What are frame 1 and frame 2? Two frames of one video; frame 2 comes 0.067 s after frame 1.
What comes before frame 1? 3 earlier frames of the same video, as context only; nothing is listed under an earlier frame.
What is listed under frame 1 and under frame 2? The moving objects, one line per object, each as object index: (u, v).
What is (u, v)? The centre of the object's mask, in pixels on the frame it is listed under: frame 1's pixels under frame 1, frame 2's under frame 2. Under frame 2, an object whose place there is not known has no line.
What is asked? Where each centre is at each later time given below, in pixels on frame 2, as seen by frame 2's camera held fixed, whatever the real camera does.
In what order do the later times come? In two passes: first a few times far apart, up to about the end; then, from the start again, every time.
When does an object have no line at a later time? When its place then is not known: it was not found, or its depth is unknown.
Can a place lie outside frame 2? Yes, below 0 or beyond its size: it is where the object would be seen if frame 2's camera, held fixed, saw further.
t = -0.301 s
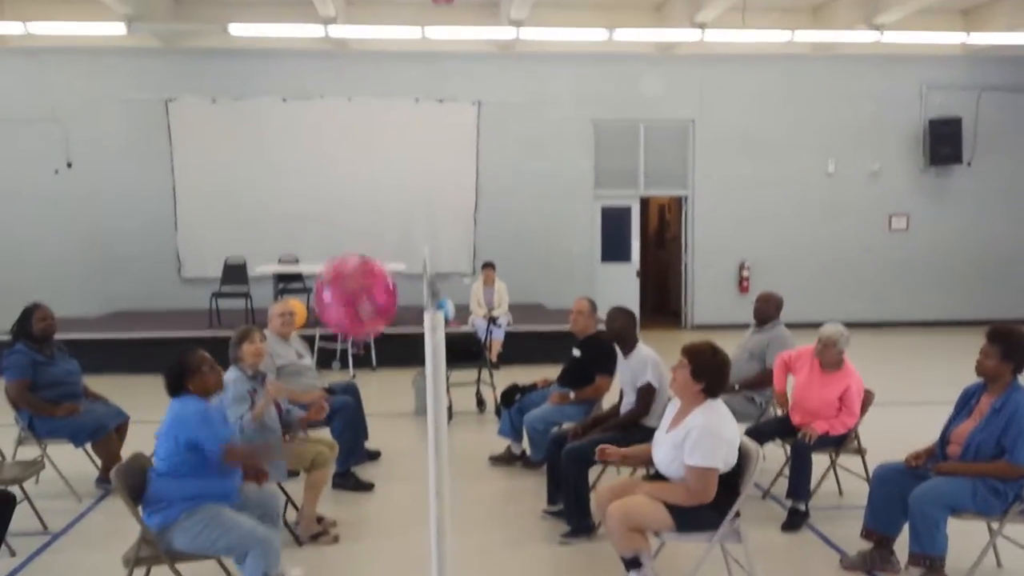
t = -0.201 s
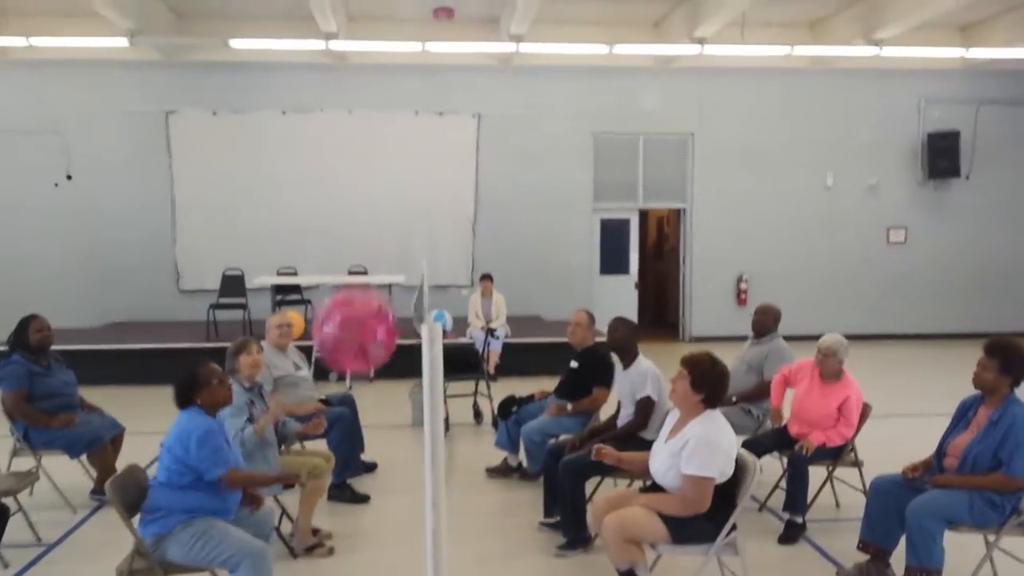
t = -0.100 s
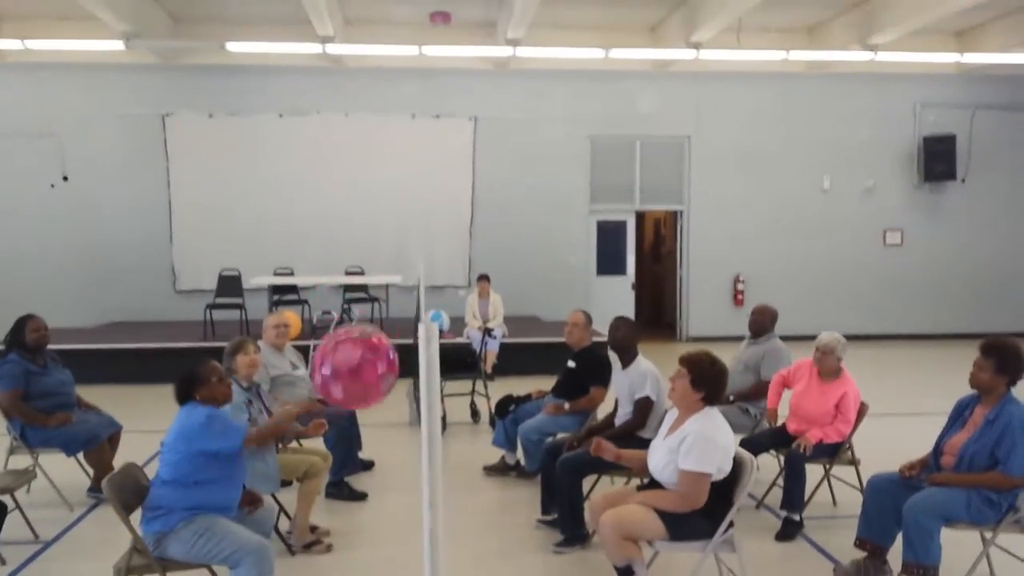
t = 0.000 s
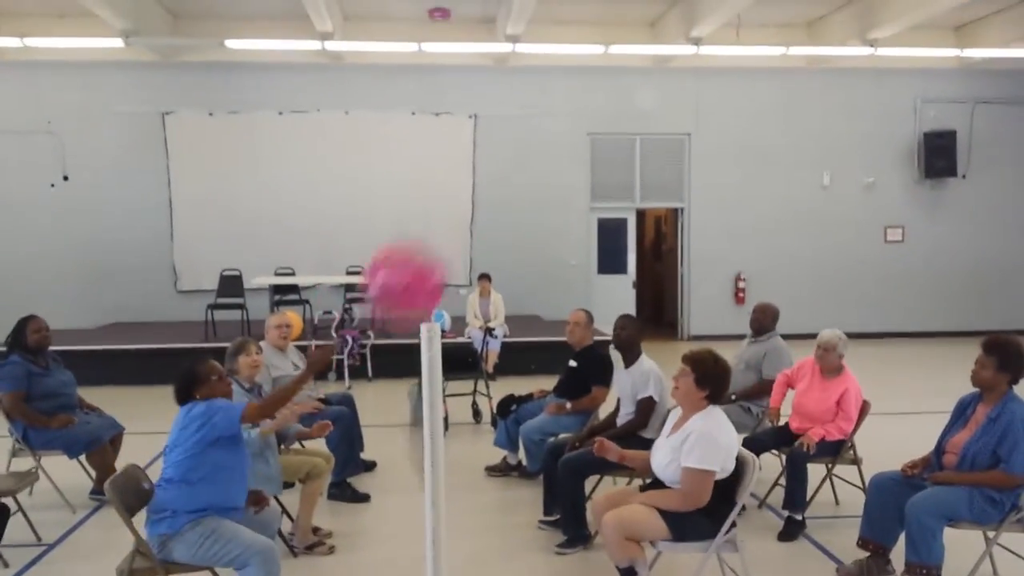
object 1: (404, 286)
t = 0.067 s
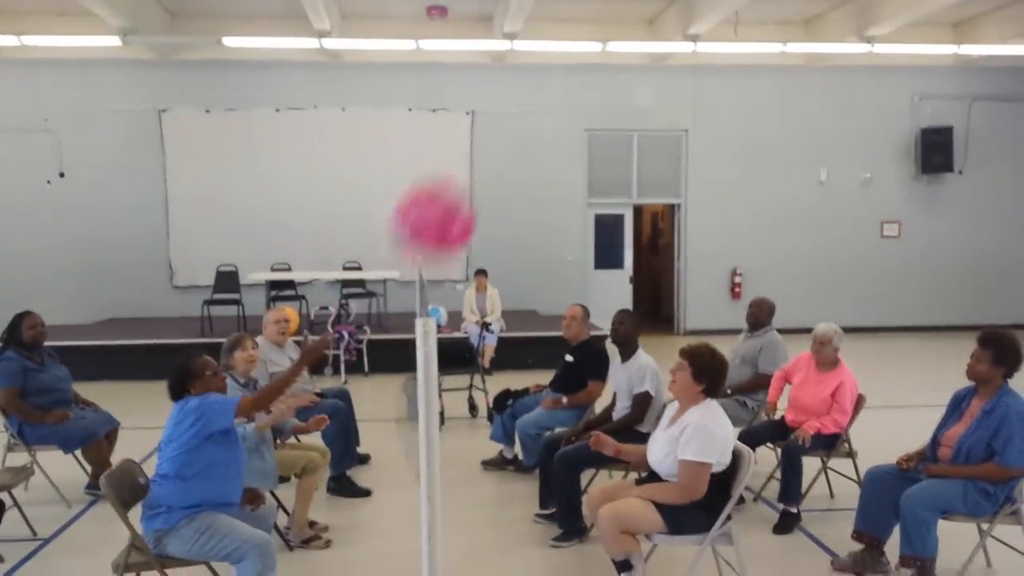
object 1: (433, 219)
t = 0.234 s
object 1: (512, 112)
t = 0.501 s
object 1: (607, 58)
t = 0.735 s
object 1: (670, 97)
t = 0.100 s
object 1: (449, 192)
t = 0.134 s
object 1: (466, 169)
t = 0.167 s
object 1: (483, 147)
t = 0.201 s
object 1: (497, 128)
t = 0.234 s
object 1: (512, 112)
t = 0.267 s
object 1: (527, 97)
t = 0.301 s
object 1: (539, 85)
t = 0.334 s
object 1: (551, 77)
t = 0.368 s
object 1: (562, 70)
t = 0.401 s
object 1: (575, 65)
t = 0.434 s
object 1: (587, 64)
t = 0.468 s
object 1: (599, 62)
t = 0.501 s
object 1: (607, 58)
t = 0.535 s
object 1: (616, 56)
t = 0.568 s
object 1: (626, 57)
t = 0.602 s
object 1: (637, 63)
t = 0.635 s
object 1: (648, 71)
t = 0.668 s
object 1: (655, 79)
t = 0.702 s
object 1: (662, 87)
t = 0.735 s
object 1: (670, 97)
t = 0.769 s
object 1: (677, 108)
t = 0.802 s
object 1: (685, 120)
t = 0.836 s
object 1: (692, 133)
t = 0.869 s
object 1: (698, 148)
